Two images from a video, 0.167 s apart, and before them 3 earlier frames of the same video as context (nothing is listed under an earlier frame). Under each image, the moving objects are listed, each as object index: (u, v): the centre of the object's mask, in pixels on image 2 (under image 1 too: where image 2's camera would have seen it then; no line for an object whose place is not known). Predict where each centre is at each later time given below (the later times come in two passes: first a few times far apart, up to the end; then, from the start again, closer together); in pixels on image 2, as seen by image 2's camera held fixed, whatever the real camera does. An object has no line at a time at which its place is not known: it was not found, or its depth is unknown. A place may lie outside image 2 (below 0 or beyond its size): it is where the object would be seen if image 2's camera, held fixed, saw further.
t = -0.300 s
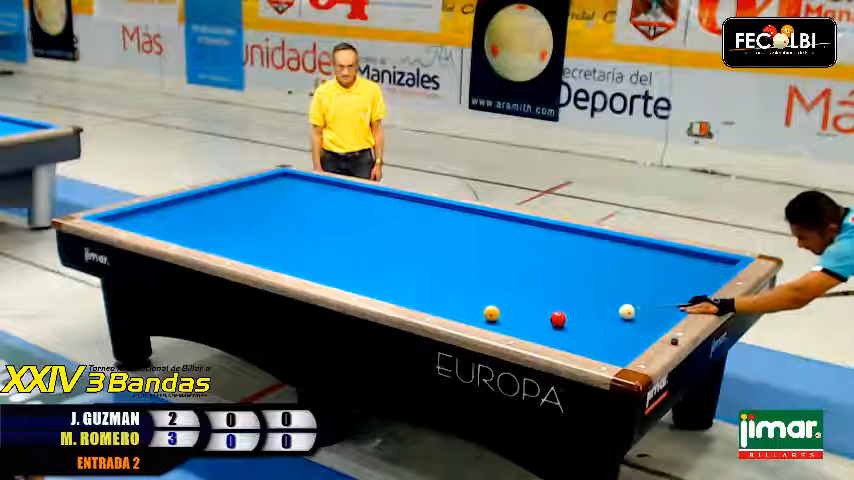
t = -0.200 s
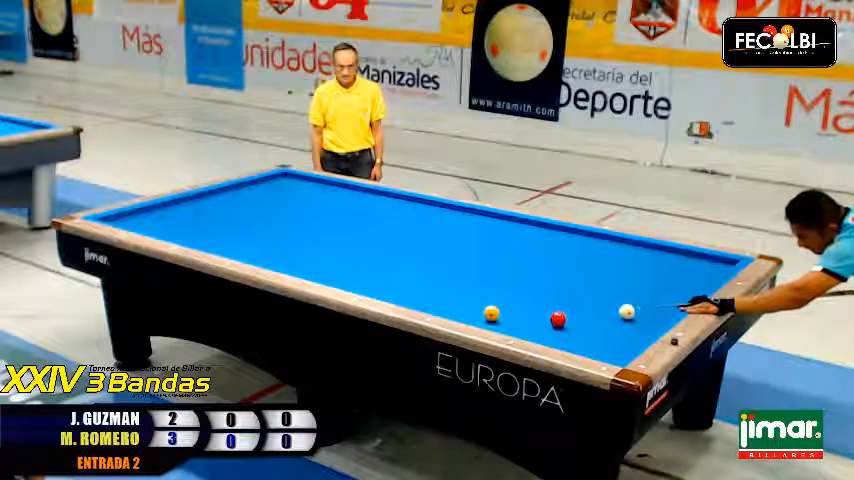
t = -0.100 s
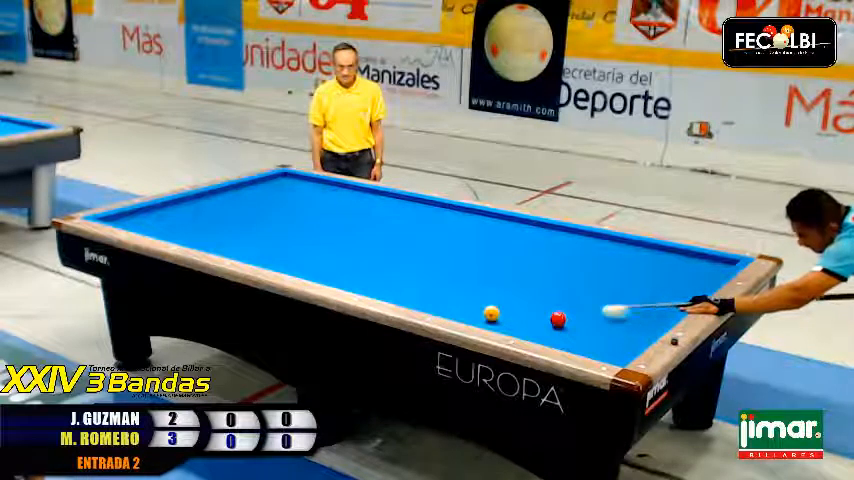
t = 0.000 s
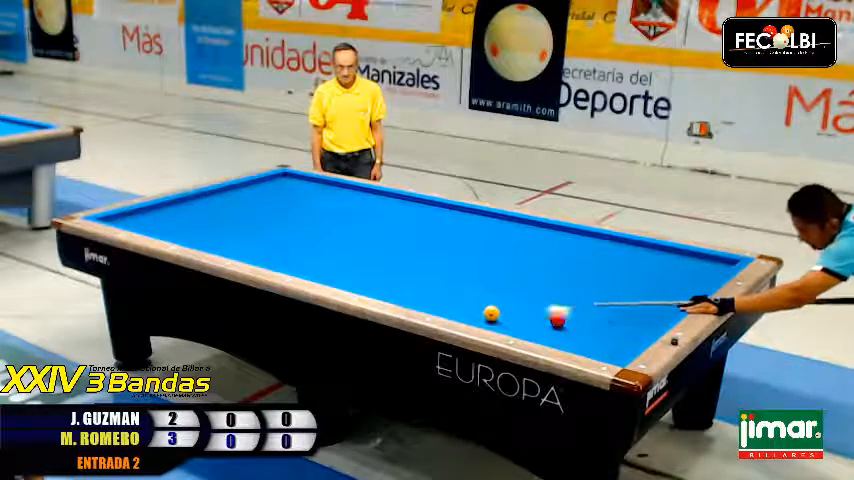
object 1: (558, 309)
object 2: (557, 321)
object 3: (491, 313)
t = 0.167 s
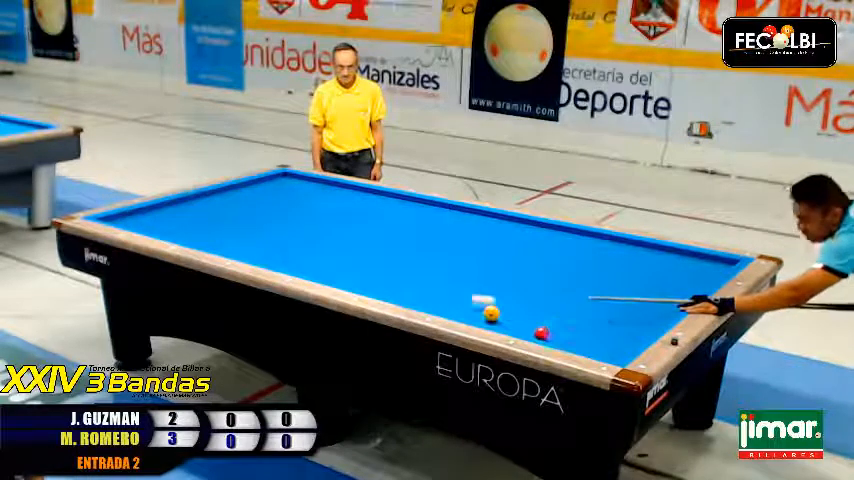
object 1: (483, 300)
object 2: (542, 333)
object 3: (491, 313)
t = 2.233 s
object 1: (312, 207)
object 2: (653, 275)
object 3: (491, 313)
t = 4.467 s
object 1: (587, 267)
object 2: (676, 264)
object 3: (492, 313)
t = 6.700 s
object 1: (505, 315)
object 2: (650, 280)
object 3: (489, 313)
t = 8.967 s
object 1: (492, 304)
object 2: (641, 283)
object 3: (393, 295)
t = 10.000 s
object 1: (493, 299)
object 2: (641, 283)
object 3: (377, 290)
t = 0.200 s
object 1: (467, 298)
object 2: (541, 333)
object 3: (491, 313)
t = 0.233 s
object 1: (451, 297)
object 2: (541, 333)
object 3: (491, 313)
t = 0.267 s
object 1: (437, 295)
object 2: (545, 333)
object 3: (491, 313)
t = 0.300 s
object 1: (422, 294)
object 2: (547, 333)
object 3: (491, 313)
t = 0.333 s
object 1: (407, 293)
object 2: (549, 332)
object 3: (491, 313)
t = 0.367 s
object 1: (392, 291)
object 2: (552, 331)
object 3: (491, 313)
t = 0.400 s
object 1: (378, 288)
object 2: (554, 330)
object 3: (491, 313)
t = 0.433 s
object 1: (363, 286)
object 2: (557, 328)
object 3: (491, 313)
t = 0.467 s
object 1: (351, 283)
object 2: (559, 327)
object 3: (491, 313)
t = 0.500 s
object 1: (343, 281)
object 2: (561, 326)
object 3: (491, 313)
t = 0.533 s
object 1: (335, 278)
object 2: (563, 325)
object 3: (491, 313)
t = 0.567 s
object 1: (328, 276)
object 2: (566, 323)
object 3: (491, 313)
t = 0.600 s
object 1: (320, 272)
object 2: (568, 322)
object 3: (491, 313)
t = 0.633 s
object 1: (313, 268)
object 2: (571, 320)
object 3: (491, 313)
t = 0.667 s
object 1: (306, 266)
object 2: (572, 320)
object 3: (491, 313)
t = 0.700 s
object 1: (299, 263)
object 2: (574, 318)
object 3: (491, 313)
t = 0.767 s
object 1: (285, 257)
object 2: (578, 316)
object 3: (491, 313)
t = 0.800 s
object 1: (279, 254)
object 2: (580, 313)
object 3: (491, 313)
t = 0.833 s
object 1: (273, 251)
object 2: (583, 314)
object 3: (491, 313)
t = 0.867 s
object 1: (265, 248)
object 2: (585, 312)
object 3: (491, 313)
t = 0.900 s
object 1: (259, 246)
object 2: (586, 312)
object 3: (491, 313)
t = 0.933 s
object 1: (253, 244)
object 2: (588, 311)
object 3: (491, 313)
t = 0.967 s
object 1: (247, 241)
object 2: (590, 309)
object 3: (491, 313)
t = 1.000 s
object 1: (241, 239)
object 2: (593, 309)
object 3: (491, 313)
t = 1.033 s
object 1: (235, 236)
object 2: (594, 308)
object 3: (491, 313)
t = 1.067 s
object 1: (229, 233)
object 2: (596, 306)
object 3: (491, 313)
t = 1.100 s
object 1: (224, 231)
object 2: (598, 305)
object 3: (491, 313)
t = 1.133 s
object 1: (218, 229)
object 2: (600, 304)
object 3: (491, 313)
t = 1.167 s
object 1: (213, 227)
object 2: (601, 303)
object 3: (491, 313)
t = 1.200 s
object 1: (207, 224)
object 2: (604, 303)
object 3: (491, 313)
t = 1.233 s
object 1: (202, 221)
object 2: (605, 302)
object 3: (491, 313)
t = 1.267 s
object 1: (196, 219)
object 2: (608, 300)
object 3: (491, 313)
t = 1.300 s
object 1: (192, 217)
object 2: (609, 299)
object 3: (491, 313)
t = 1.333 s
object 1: (187, 215)
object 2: (611, 298)
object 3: (491, 313)
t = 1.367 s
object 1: (182, 213)
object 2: (613, 298)
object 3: (491, 313)
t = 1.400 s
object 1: (177, 211)
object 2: (614, 297)
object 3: (491, 313)
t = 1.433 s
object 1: (172, 209)
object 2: (616, 296)
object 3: (491, 313)
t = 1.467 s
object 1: (167, 207)
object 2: (617, 294)
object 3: (491, 313)
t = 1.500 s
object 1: (162, 204)
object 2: (620, 294)
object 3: (491, 313)
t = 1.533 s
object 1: (164, 204)
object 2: (622, 293)
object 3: (491, 313)
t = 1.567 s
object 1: (173, 204)
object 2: (623, 292)
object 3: (491, 313)
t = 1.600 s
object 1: (182, 205)
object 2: (624, 291)
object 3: (491, 313)
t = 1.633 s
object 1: (190, 206)
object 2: (626, 290)
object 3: (491, 313)
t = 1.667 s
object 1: (198, 206)
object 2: (627, 289)
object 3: (491, 313)
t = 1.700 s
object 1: (205, 206)
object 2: (629, 288)
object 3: (491, 313)
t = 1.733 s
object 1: (213, 206)
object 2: (631, 288)
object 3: (491, 313)
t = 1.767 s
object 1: (221, 206)
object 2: (632, 287)
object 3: (491, 313)
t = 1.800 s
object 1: (228, 206)
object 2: (634, 286)
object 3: (491, 313)
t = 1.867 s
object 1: (241, 207)
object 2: (637, 284)
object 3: (491, 313)
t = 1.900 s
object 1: (247, 207)
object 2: (639, 283)
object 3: (491, 313)
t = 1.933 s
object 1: (254, 207)
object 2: (640, 282)
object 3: (491, 313)
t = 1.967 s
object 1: (261, 207)
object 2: (642, 282)
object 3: (491, 313)
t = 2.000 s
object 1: (267, 207)
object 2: (643, 281)
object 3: (491, 313)
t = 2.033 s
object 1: (274, 207)
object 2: (644, 280)
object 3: (491, 313)
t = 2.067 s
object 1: (280, 207)
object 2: (645, 280)
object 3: (491, 313)
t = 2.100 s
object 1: (286, 207)
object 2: (647, 278)
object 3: (491, 313)
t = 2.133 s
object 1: (293, 207)
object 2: (649, 278)
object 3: (491, 313)
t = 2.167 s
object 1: (299, 207)
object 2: (650, 277)
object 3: (491, 313)
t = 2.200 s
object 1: (306, 207)
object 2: (651, 276)
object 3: (491, 313)
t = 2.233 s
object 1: (312, 207)
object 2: (653, 275)
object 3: (491, 313)
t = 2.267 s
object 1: (319, 207)
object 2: (654, 274)
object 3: (491, 313)
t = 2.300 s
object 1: (326, 207)
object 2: (655, 274)
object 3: (491, 313)
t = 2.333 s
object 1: (332, 207)
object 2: (656, 273)
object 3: (491, 313)
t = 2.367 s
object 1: (338, 208)
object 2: (658, 272)
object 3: (491, 313)
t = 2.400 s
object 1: (344, 208)
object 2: (659, 272)
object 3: (491, 313)
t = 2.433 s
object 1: (350, 209)
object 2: (660, 271)
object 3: (491, 313)
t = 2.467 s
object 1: (357, 207)
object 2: (662, 269)
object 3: (491, 313)
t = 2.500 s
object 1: (363, 208)
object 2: (663, 269)
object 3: (491, 313)
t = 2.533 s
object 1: (369, 208)
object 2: (664, 269)
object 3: (491, 313)
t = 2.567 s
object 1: (376, 208)
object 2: (666, 268)
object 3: (491, 313)
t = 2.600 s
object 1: (382, 208)
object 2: (667, 267)
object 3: (491, 313)
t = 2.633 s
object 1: (388, 208)
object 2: (668, 267)
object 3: (491, 313)
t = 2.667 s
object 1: (394, 209)
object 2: (669, 266)
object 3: (491, 313)
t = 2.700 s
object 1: (401, 209)
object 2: (670, 265)
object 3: (491, 313)
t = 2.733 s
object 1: (407, 208)
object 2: (671, 264)
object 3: (491, 313)
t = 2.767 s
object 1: (411, 209)
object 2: (672, 264)
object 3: (491, 313)
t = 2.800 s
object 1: (417, 210)
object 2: (673, 263)
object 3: (491, 313)
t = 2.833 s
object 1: (425, 209)
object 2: (675, 263)
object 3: (491, 313)
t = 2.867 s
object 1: (430, 209)
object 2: (676, 262)
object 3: (491, 313)
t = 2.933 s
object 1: (443, 209)
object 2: (678, 261)
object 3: (491, 313)
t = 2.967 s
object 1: (450, 209)
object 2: (680, 260)
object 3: (491, 313)
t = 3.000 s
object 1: (456, 209)
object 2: (680, 260)
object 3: (491, 313)
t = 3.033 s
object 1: (461, 209)
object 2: (681, 260)
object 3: (491, 313)
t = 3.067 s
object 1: (468, 210)
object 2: (682, 259)
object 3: (491, 313)
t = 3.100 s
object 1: (471, 210)
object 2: (683, 259)
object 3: (491, 313)
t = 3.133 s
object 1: (473, 212)
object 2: (684, 259)
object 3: (491, 313)
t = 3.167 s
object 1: (476, 213)
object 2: (688, 255)
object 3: (491, 313)
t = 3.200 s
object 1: (478, 213)
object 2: (688, 255)
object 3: (491, 313)
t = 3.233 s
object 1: (482, 215)
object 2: (688, 255)
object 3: (491, 313)
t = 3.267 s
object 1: (484, 217)
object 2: (689, 254)
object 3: (491, 313)
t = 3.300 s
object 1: (486, 218)
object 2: (690, 254)
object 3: (491, 313)
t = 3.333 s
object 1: (488, 219)
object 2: (690, 254)
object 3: (491, 313)
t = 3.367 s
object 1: (491, 220)
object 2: (690, 254)
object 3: (491, 313)
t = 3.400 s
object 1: (493, 221)
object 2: (690, 254)
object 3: (491, 313)
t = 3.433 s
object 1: (496, 222)
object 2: (690, 254)
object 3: (491, 313)
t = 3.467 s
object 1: (499, 224)
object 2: (690, 254)
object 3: (491, 313)
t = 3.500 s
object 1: (502, 226)
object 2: (690, 254)
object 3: (491, 313)
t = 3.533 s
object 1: (504, 227)
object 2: (689, 256)
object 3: (491, 313)
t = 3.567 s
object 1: (506, 229)
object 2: (689, 256)
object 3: (491, 313)
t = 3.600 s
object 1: (509, 229)
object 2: (688, 256)
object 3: (491, 313)
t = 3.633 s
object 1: (512, 230)
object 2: (687, 256)
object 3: (491, 313)
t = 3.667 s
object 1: (515, 232)
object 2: (687, 257)
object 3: (491, 313)
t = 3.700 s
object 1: (518, 233)
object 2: (687, 257)
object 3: (491, 313)
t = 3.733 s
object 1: (521, 234)
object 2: (687, 257)
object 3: (491, 313)
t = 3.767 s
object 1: (524, 236)
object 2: (685, 258)
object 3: (491, 313)
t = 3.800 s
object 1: (526, 237)
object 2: (685, 258)
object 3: (491, 313)
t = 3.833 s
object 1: (529, 239)
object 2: (684, 258)
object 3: (491, 313)
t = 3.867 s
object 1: (532, 240)
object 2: (684, 258)
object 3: (491, 313)
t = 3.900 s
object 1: (535, 241)
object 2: (684, 259)
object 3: (491, 313)
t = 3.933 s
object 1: (538, 243)
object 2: (683, 260)
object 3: (491, 313)
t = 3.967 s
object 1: (541, 244)
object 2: (683, 260)
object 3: (491, 313)
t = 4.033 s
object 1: (547, 247)
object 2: (682, 261)
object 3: (492, 313)
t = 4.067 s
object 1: (550, 248)
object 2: (682, 261)
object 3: (492, 313)
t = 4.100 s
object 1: (553, 250)
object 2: (681, 261)
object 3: (492, 313)
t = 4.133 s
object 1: (556, 251)
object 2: (681, 262)
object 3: (492, 313)
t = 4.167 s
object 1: (559, 252)
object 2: (680, 262)
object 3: (491, 313)
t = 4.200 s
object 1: (562, 254)
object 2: (680, 262)
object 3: (492, 313)
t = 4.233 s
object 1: (565, 256)
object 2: (679, 263)
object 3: (492, 313)
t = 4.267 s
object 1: (568, 257)
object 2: (679, 263)
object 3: (492, 313)
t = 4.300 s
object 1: (572, 259)
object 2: (679, 263)
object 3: (492, 313)
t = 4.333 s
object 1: (575, 261)
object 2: (678, 263)
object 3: (492, 313)
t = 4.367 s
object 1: (578, 262)
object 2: (678, 263)
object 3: (492, 313)
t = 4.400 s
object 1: (581, 263)
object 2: (677, 264)
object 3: (492, 313)
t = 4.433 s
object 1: (584, 265)
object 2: (676, 264)
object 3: (492, 313)
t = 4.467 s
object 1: (587, 267)
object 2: (676, 264)
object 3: (492, 313)
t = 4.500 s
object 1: (591, 268)
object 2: (676, 265)
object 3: (492, 313)
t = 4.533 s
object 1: (594, 270)
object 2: (675, 265)
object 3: (492, 313)
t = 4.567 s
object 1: (597, 271)
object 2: (674, 266)
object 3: (492, 313)
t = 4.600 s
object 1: (601, 273)
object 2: (674, 266)
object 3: (492, 313)
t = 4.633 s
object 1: (604, 275)
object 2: (674, 267)
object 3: (492, 313)
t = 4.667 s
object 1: (608, 276)
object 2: (674, 267)
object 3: (492, 313)
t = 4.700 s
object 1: (611, 278)
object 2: (673, 267)
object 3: (492, 313)
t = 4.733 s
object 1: (614, 279)
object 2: (673, 267)
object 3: (492, 313)
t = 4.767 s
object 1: (618, 281)
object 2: (673, 267)
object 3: (492, 313)
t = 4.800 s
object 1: (621, 283)
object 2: (673, 267)
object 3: (492, 313)
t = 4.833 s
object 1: (625, 285)
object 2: (672, 268)
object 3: (492, 313)
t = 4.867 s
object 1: (629, 286)
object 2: (671, 269)
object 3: (492, 313)
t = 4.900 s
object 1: (632, 288)
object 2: (671, 269)
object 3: (492, 313)
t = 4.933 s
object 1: (635, 290)
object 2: (670, 269)
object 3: (492, 313)
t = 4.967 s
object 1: (639, 292)
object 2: (670, 269)
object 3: (492, 313)
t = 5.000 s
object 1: (643, 294)
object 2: (669, 269)
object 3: (492, 313)
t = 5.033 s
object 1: (646, 295)
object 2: (669, 269)
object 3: (492, 313)
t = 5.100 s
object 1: (654, 299)
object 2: (668, 270)
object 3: (492, 313)
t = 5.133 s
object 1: (658, 301)
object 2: (667, 270)
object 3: (492, 313)
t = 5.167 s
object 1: (662, 302)
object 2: (667, 271)
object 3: (492, 313)
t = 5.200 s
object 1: (666, 304)
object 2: (666, 271)
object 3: (492, 313)
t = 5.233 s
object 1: (669, 306)
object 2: (666, 271)
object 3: (492, 313)
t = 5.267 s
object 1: (672, 307)
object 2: (665, 272)
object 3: (491, 313)
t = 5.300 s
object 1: (669, 308)
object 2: (665, 272)
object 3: (491, 313)
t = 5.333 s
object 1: (663, 308)
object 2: (665, 272)
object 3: (491, 313)
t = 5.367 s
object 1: (659, 308)
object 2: (664, 272)
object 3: (491, 313)
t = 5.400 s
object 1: (655, 308)
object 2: (664, 272)
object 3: (491, 313)
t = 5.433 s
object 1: (651, 309)
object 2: (663, 273)
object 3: (491, 313)
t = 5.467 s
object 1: (647, 309)
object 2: (663, 273)
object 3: (491, 313)
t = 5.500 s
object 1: (644, 309)
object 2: (663, 273)
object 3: (491, 313)
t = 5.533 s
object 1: (639, 309)
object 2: (662, 273)
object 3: (491, 313)
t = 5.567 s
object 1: (635, 309)
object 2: (661, 274)
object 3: (491, 313)
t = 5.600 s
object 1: (631, 309)
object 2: (661, 274)
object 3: (491, 313)
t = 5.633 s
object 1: (627, 310)
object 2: (661, 274)
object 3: (491, 313)
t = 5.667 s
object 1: (623, 310)
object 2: (661, 274)
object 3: (491, 313)
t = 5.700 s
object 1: (619, 310)
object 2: (661, 274)
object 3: (491, 313)
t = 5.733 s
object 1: (615, 310)
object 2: (660, 275)
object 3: (491, 313)
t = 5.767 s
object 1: (611, 310)
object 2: (659, 275)
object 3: (491, 313)
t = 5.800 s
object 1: (608, 311)
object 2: (659, 275)
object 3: (491, 313)
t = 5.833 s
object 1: (603, 311)
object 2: (658, 275)
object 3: (491, 313)
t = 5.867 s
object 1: (599, 311)
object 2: (658, 275)
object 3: (491, 313)
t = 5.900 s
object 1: (595, 311)
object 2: (657, 276)
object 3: (491, 313)
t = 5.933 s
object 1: (591, 311)
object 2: (657, 276)
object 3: (491, 313)
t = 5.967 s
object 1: (587, 311)
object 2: (657, 276)
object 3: (492, 313)
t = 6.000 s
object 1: (584, 312)
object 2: (657, 276)
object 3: (492, 313)
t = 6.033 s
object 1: (580, 312)
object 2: (657, 276)
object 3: (492, 313)
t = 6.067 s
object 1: (576, 312)
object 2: (656, 277)
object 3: (491, 313)
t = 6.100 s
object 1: (572, 312)
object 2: (655, 277)
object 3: (491, 313)
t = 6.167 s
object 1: (564, 312)
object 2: (655, 277)
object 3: (491, 313)
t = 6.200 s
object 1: (560, 313)
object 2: (655, 277)
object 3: (491, 313)
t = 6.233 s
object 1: (557, 313)
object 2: (654, 278)
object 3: (491, 313)
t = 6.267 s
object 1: (552, 313)
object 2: (654, 278)
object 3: (491, 313)
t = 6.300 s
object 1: (548, 313)
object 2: (653, 278)
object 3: (491, 313)
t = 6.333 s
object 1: (544, 314)
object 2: (653, 278)
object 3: (491, 313)
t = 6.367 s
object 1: (541, 314)
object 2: (653, 278)
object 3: (491, 313)
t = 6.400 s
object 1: (538, 314)
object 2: (653, 278)
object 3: (491, 313)
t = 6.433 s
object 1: (534, 314)
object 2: (652, 279)
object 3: (491, 313)
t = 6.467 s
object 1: (529, 314)
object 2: (652, 279)
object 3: (491, 313)
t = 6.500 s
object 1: (525, 314)
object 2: (651, 279)
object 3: (491, 313)
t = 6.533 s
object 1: (522, 315)
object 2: (651, 279)
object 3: (491, 313)
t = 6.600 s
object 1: (514, 315)
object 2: (651, 279)
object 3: (491, 313)
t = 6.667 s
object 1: (508, 315)
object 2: (650, 280)
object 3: (491, 313)
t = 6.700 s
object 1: (505, 315)
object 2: (650, 280)
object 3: (489, 313)
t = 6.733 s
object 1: (504, 316)
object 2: (650, 280)
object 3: (488, 312)
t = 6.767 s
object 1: (503, 317)
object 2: (649, 280)
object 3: (486, 312)
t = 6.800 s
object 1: (501, 317)
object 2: (649, 280)
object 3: (483, 312)
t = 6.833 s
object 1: (500, 318)
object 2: (649, 281)
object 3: (481, 311)
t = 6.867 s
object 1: (498, 318)
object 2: (649, 281)
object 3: (480, 311)
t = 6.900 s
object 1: (497, 319)
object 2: (648, 281)
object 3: (477, 311)
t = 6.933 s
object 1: (495, 319)
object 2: (648, 281)
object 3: (476, 310)
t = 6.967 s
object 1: (494, 319)
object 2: (648, 281)
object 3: (474, 310)
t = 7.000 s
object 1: (493, 319)
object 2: (648, 281)
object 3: (472, 310)
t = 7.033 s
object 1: (492, 319)
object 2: (648, 281)
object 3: (470, 310)
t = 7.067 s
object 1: (490, 319)
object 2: (647, 281)
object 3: (468, 310)
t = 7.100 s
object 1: (488, 319)
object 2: (647, 281)
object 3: (467, 310)
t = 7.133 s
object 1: (487, 320)
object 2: (647, 281)
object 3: (465, 310)
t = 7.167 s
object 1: (487, 319)
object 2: (647, 281)
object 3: (463, 309)
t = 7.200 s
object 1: (487, 320)
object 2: (646, 282)
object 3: (462, 308)
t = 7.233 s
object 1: (486, 320)
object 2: (646, 282)
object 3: (460, 308)
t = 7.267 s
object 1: (487, 319)
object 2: (646, 282)
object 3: (458, 308)
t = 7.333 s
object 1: (487, 319)
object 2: (645, 282)
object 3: (455, 307)
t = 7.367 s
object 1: (487, 319)
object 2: (645, 282)
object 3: (455, 307)
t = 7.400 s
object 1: (487, 319)
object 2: (645, 282)
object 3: (453, 306)
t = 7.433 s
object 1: (487, 318)
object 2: (645, 282)
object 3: (450, 306)
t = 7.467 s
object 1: (487, 318)
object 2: (645, 282)
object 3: (449, 306)
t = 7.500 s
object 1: (488, 318)
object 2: (645, 282)
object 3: (446, 305)
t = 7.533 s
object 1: (488, 318)
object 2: (644, 282)
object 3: (446, 305)
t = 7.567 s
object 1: (488, 317)
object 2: (644, 282)
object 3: (444, 305)
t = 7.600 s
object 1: (488, 317)
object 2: (644, 282)
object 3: (442, 305)
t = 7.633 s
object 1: (488, 316)
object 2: (643, 282)
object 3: (441, 305)
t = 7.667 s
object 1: (488, 316)
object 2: (643, 282)
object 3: (439, 304)
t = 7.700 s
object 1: (488, 316)
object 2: (643, 282)
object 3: (438, 304)
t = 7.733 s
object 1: (489, 316)
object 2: (643, 282)
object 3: (437, 304)
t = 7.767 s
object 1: (489, 315)
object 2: (643, 283)
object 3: (434, 303)
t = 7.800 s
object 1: (489, 315)
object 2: (643, 283)
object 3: (433, 303)
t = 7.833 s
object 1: (489, 315)
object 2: (643, 283)
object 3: (432, 303)
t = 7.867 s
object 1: (489, 315)
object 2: (643, 283)
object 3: (431, 303)
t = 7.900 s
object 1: (489, 314)
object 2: (642, 283)
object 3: (430, 302)
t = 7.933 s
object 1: (489, 314)
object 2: (642, 283)
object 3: (428, 302)
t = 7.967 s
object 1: (490, 314)
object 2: (641, 283)
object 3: (427, 302)
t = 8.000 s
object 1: (490, 314)
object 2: (642, 283)
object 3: (425, 302)
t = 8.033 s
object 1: (490, 313)
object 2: (641, 283)
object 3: (424, 301)
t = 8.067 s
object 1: (490, 313)
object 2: (641, 283)
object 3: (423, 301)
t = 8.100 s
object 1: (490, 312)
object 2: (641, 283)
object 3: (421, 301)
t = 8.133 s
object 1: (490, 312)
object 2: (641, 283)
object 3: (420, 301)
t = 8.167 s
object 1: (490, 312)
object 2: (641, 283)
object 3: (419, 300)
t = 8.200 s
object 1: (490, 311)
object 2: (641, 283)
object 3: (417, 300)
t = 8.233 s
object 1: (490, 311)
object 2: (641, 283)
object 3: (417, 300)
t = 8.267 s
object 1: (490, 310)
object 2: (641, 283)
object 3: (415, 300)
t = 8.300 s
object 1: (490, 310)
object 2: (641, 283)
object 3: (414, 299)
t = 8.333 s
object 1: (491, 310)
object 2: (641, 283)
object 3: (413, 299)
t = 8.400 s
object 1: (491, 309)
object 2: (641, 283)
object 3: (410, 299)
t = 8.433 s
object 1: (491, 309)
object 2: (641, 283)
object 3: (409, 299)
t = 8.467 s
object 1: (491, 308)
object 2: (641, 283)
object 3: (409, 299)
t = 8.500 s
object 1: (491, 308)
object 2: (641, 283)
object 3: (407, 298)
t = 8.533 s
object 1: (492, 308)
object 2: (641, 283)
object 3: (406, 298)
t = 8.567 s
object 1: (491, 308)
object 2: (641, 283)
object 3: (405, 298)
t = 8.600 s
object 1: (492, 307)
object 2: (641, 283)
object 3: (403, 298)
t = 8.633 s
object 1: (492, 307)
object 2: (641, 283)
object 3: (402, 298)
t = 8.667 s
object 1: (492, 307)
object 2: (641, 283)
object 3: (402, 298)
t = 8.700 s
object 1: (492, 307)
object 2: (641, 283)
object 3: (400, 297)
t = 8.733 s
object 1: (492, 307)
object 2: (641, 283)
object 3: (400, 297)
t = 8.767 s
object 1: (492, 306)
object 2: (641, 283)
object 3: (399, 296)
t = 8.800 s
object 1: (492, 306)
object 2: (641, 283)
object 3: (398, 296)
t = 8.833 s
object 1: (492, 306)
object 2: (641, 283)
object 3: (397, 296)
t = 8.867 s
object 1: (492, 305)
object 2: (641, 283)
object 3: (396, 296)
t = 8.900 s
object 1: (492, 305)
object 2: (641, 283)
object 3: (395, 296)
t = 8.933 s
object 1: (492, 305)
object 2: (641, 283)
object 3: (394, 295)
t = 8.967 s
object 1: (492, 304)
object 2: (641, 283)
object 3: (393, 295)
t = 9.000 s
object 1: (493, 304)
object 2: (641, 283)
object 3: (393, 295)
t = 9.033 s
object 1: (493, 304)
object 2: (641, 283)
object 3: (392, 295)
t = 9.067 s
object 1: (493, 304)
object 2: (641, 283)
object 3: (391, 294)
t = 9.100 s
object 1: (493, 304)
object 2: (641, 283)
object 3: (391, 294)
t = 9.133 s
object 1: (493, 304)
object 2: (641, 283)
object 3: (391, 294)
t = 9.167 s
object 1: (493, 303)
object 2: (641, 283)
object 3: (389, 294)
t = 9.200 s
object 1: (493, 303)
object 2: (641, 283)
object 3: (389, 294)
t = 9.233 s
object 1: (493, 303)
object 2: (641, 283)
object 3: (388, 294)
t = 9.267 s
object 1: (493, 303)
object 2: (641, 283)
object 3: (387, 294)
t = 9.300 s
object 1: (493, 302)
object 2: (641, 283)
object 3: (387, 293)
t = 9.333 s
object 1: (493, 302)
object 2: (641, 283)
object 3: (387, 293)
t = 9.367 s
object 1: (493, 302)
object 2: (641, 283)
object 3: (386, 293)
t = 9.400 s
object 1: (493, 302)
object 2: (641, 283)
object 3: (384, 293)
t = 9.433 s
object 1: (493, 302)
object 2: (641, 283)
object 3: (384, 293)
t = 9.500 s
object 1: (493, 301)
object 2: (641, 283)
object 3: (383, 292)
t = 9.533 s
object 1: (493, 301)
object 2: (641, 283)
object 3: (382, 292)
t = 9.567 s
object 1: (493, 301)
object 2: (641, 283)
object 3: (382, 292)
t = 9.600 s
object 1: (493, 301)
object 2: (641, 283)
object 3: (382, 292)
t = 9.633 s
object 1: (493, 301)
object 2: (641, 283)
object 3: (382, 292)
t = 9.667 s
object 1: (493, 301)
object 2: (641, 283)
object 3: (382, 292)
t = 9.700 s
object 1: (493, 301)
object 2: (641, 283)
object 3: (381, 292)
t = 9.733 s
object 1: (493, 300)
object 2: (641, 283)
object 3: (381, 292)
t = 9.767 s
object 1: (493, 300)
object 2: (641, 283)
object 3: (380, 291)
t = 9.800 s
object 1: (493, 300)
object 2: (641, 283)
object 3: (380, 291)
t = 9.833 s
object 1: (493, 300)
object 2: (641, 283)
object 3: (379, 291)
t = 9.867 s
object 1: (493, 300)
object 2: (641, 283)
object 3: (378, 291)
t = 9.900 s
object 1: (493, 299)
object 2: (641, 283)
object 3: (378, 291)
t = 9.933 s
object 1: (493, 299)
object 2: (641, 283)
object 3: (378, 291)
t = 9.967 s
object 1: (493, 299)
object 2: (641, 283)
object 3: (377, 291)
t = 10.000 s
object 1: (493, 299)
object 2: (641, 283)
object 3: (377, 290)
